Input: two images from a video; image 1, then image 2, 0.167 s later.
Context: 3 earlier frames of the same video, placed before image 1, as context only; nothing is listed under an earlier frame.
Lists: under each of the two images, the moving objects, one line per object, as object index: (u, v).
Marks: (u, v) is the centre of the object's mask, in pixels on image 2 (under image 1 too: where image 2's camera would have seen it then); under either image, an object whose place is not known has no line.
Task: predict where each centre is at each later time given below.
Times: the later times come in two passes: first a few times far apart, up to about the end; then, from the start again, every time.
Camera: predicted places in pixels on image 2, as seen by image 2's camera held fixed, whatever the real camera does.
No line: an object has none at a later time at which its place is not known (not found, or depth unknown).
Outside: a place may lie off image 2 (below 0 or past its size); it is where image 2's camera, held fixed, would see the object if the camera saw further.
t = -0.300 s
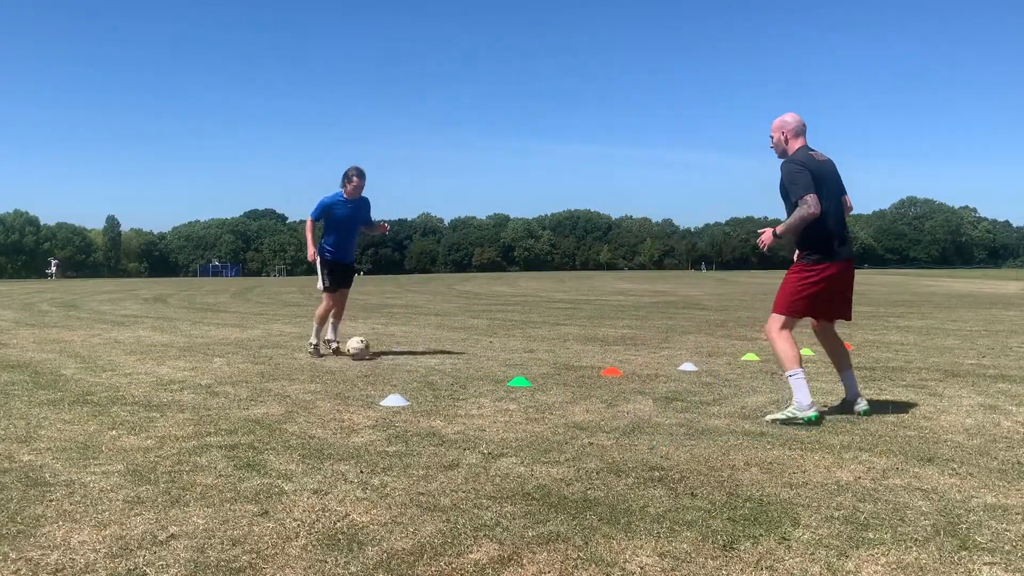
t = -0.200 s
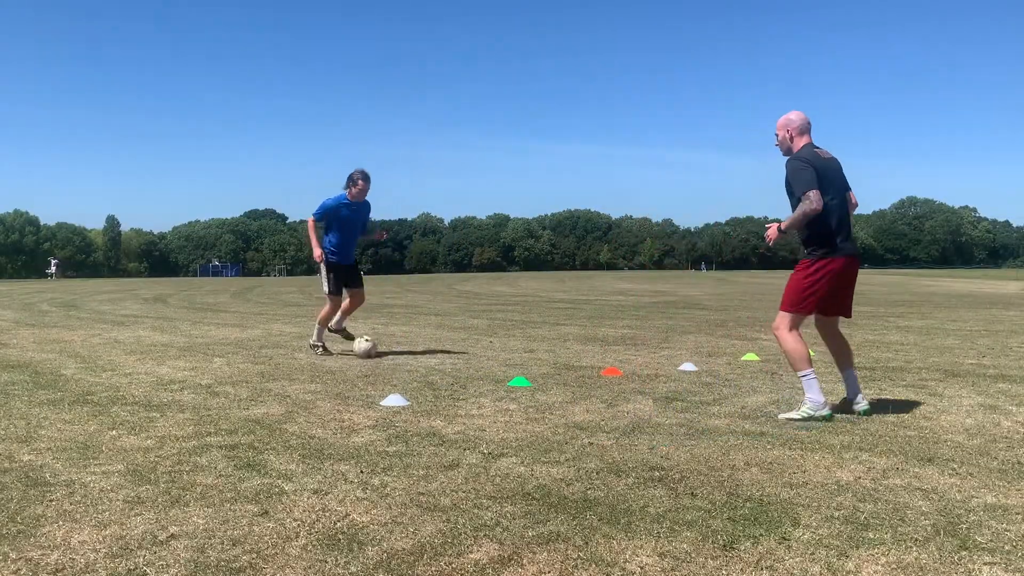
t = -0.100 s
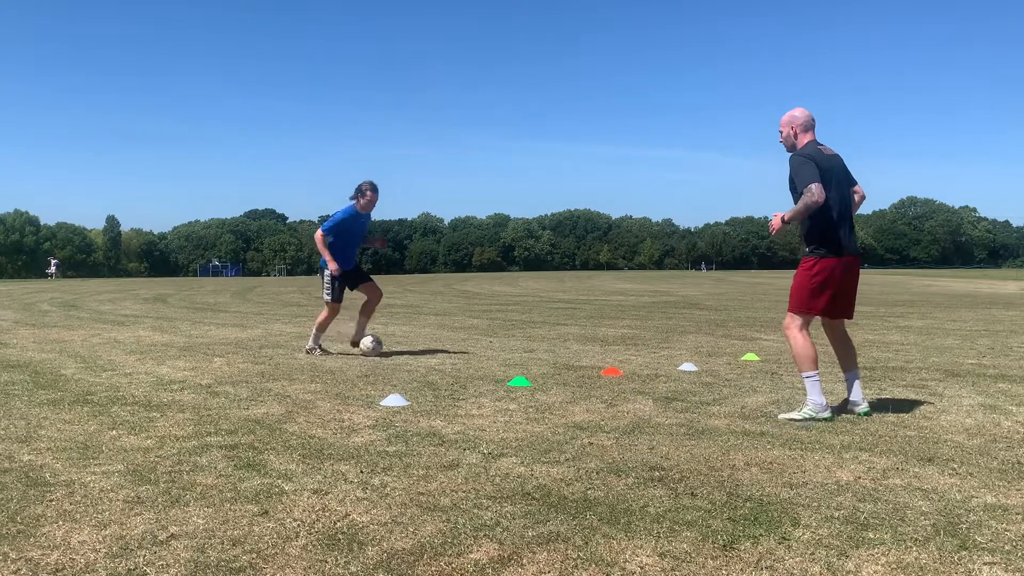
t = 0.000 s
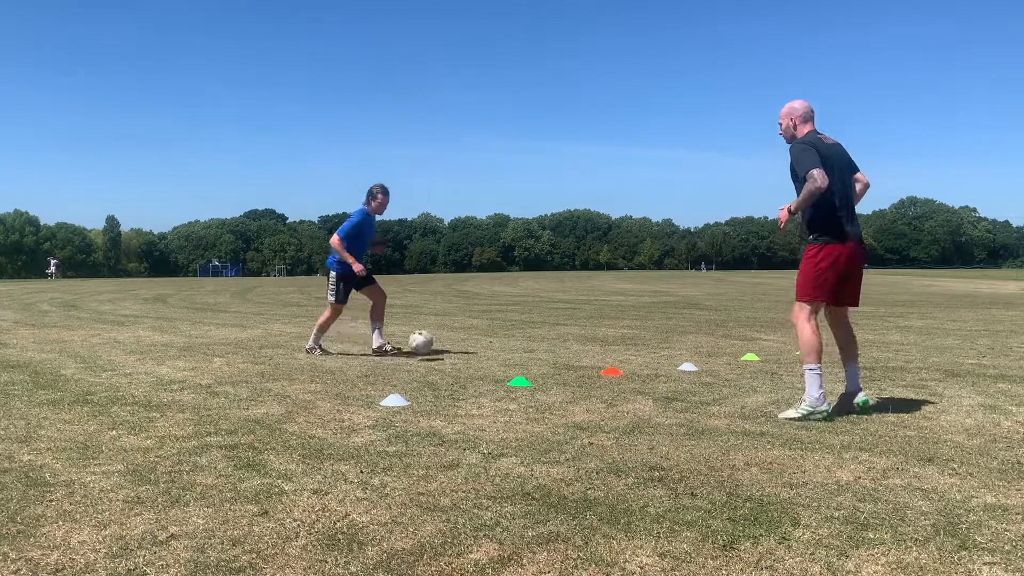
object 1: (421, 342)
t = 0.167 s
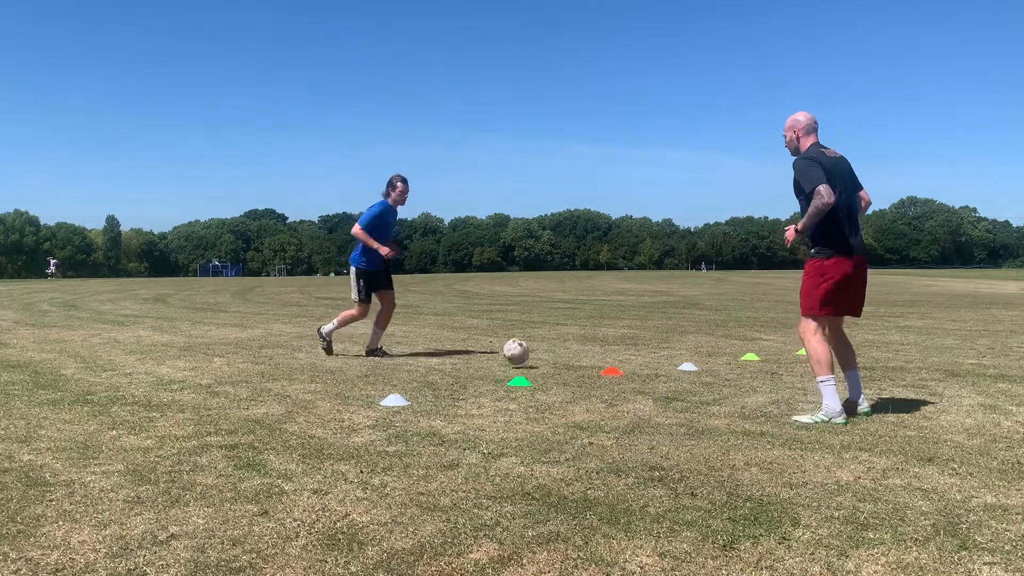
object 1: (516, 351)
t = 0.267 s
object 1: (574, 354)
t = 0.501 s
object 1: (711, 370)
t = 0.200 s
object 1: (538, 357)
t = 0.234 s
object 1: (556, 356)
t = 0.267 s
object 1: (574, 354)
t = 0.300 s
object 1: (591, 352)
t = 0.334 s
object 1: (610, 351)
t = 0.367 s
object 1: (630, 351)
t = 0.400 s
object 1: (650, 354)
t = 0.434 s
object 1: (669, 358)
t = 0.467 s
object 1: (690, 365)
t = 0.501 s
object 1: (711, 370)
